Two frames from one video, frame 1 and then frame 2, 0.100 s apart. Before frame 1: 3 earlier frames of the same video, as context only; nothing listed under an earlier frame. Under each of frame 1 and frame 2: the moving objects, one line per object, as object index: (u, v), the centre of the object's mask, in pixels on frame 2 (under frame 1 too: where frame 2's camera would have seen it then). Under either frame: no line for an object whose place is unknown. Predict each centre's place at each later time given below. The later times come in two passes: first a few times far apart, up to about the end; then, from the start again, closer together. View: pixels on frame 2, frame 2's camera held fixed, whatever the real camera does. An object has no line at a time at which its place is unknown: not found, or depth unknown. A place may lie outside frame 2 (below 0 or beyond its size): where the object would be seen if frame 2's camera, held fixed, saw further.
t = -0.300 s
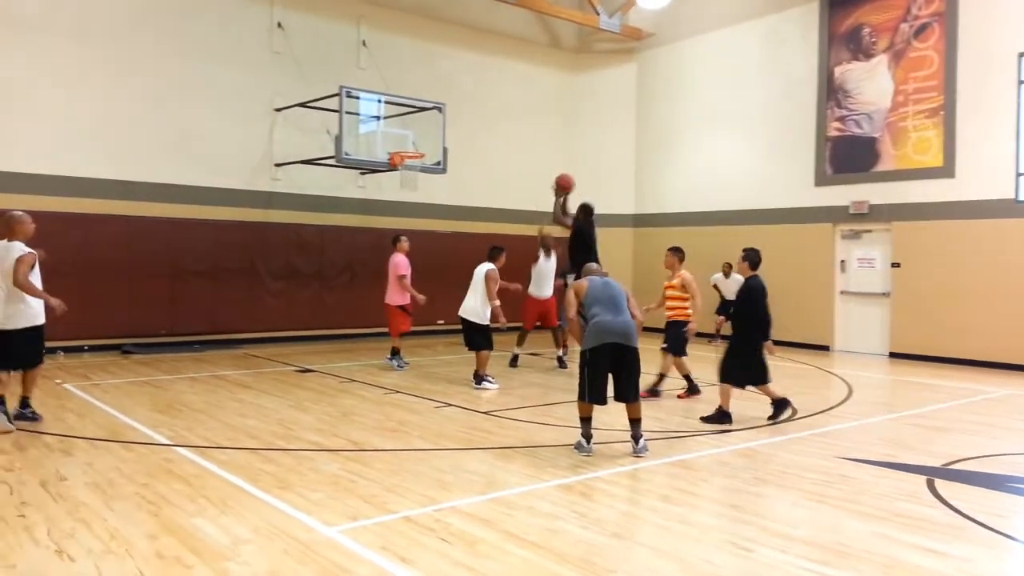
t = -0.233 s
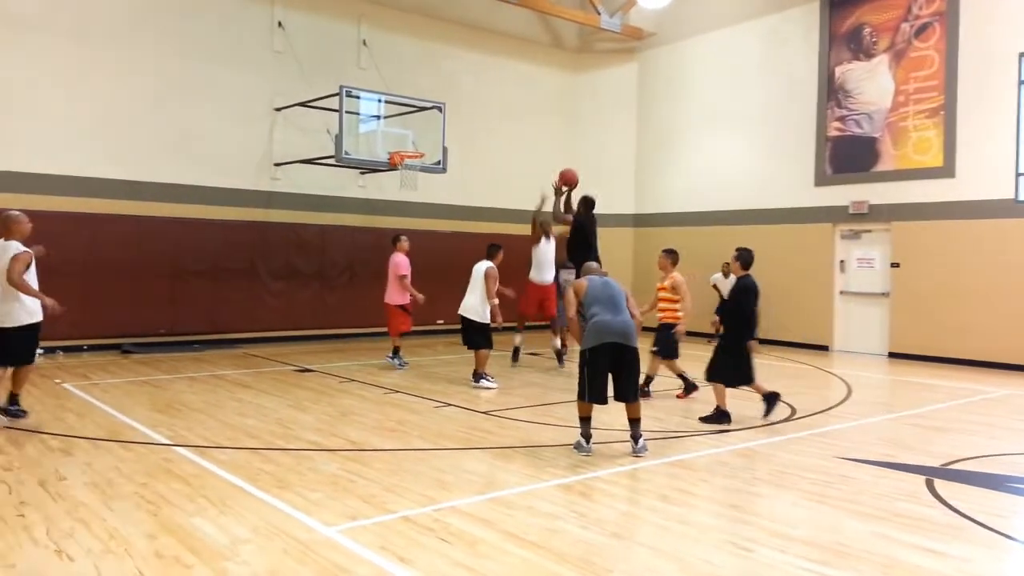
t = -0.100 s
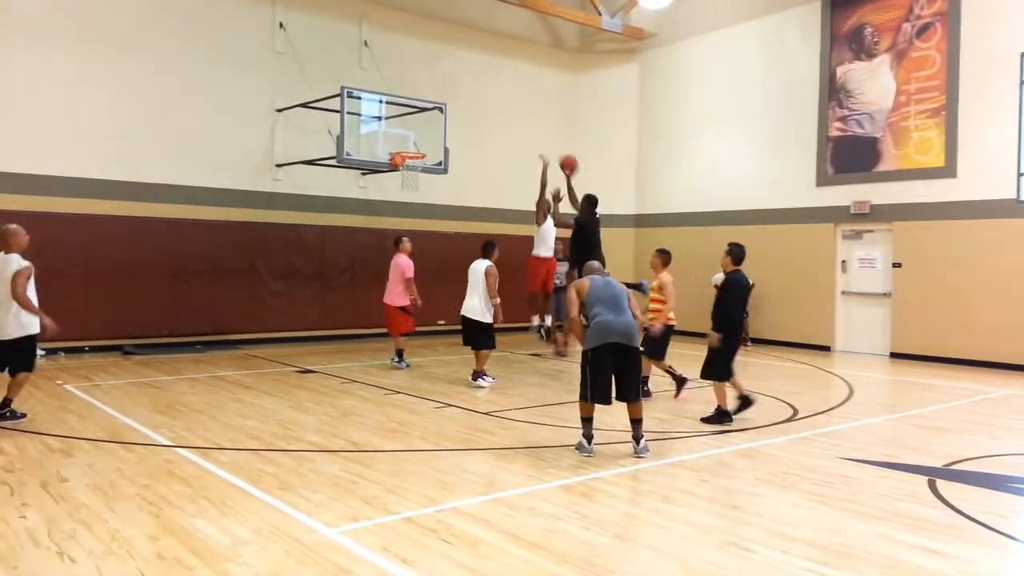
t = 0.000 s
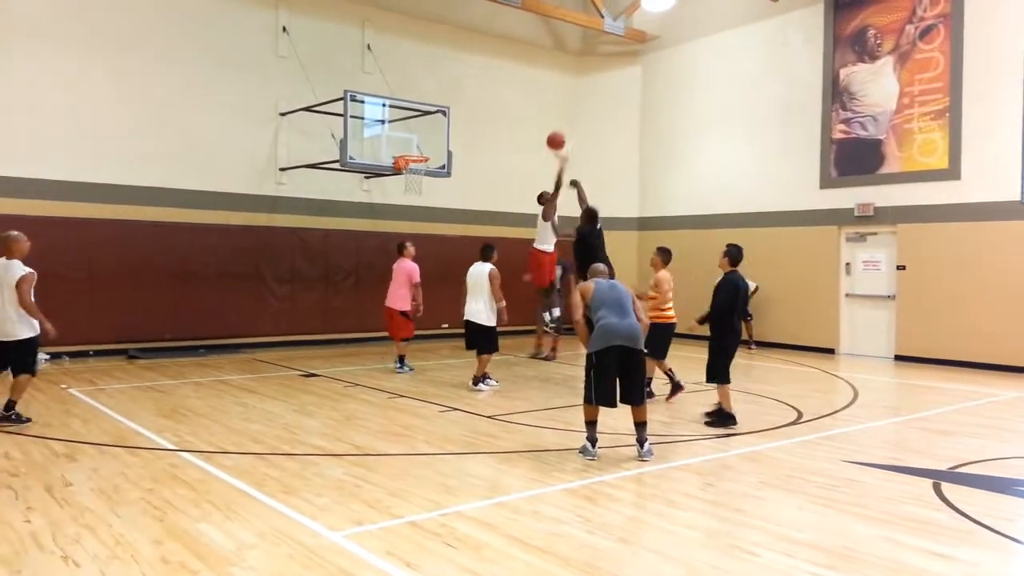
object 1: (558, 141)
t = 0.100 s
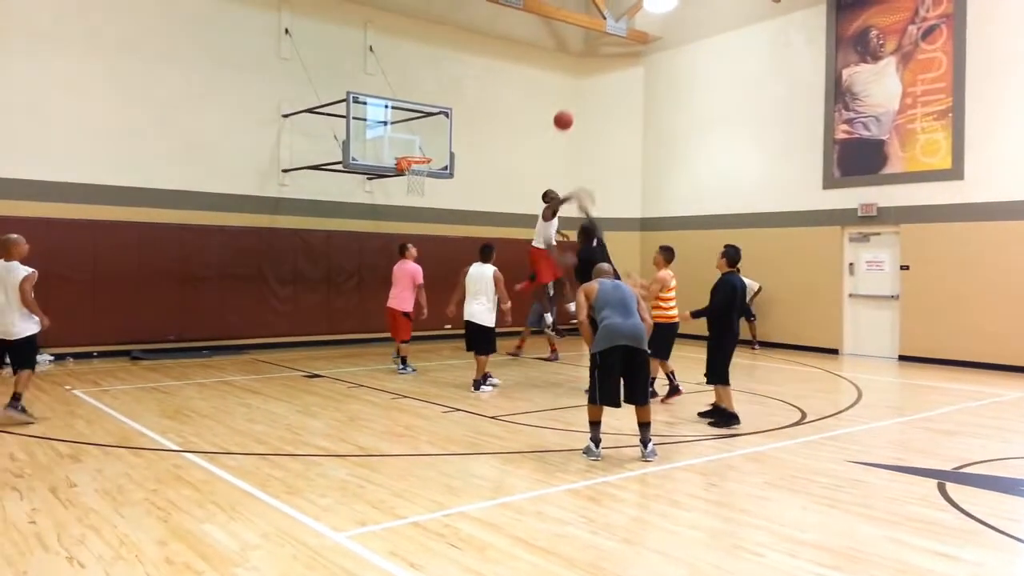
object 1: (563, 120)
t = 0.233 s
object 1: (570, 102)
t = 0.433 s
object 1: (581, 101)
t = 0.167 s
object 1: (567, 109)
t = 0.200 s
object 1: (568, 105)
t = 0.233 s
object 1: (570, 102)
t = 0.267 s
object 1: (572, 99)
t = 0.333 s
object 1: (576, 97)
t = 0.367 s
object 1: (577, 97)
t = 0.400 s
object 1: (579, 99)
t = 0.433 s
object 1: (581, 101)
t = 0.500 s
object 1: (584, 109)
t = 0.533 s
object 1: (586, 114)
